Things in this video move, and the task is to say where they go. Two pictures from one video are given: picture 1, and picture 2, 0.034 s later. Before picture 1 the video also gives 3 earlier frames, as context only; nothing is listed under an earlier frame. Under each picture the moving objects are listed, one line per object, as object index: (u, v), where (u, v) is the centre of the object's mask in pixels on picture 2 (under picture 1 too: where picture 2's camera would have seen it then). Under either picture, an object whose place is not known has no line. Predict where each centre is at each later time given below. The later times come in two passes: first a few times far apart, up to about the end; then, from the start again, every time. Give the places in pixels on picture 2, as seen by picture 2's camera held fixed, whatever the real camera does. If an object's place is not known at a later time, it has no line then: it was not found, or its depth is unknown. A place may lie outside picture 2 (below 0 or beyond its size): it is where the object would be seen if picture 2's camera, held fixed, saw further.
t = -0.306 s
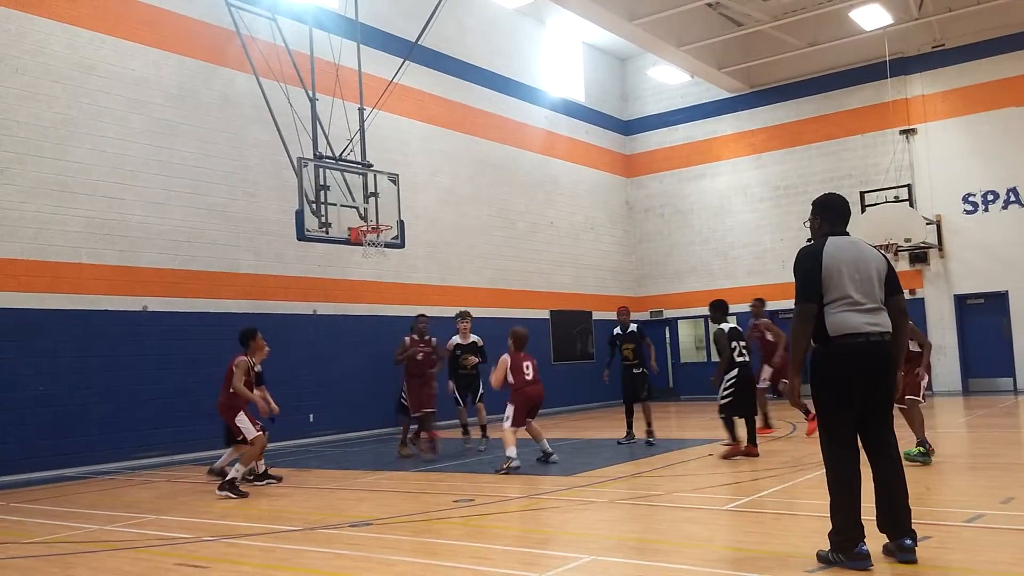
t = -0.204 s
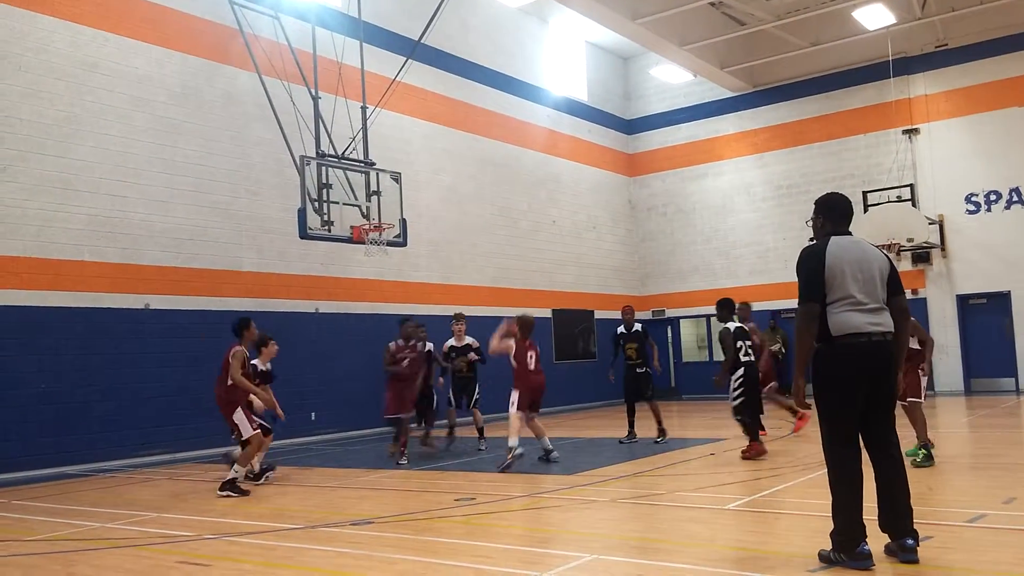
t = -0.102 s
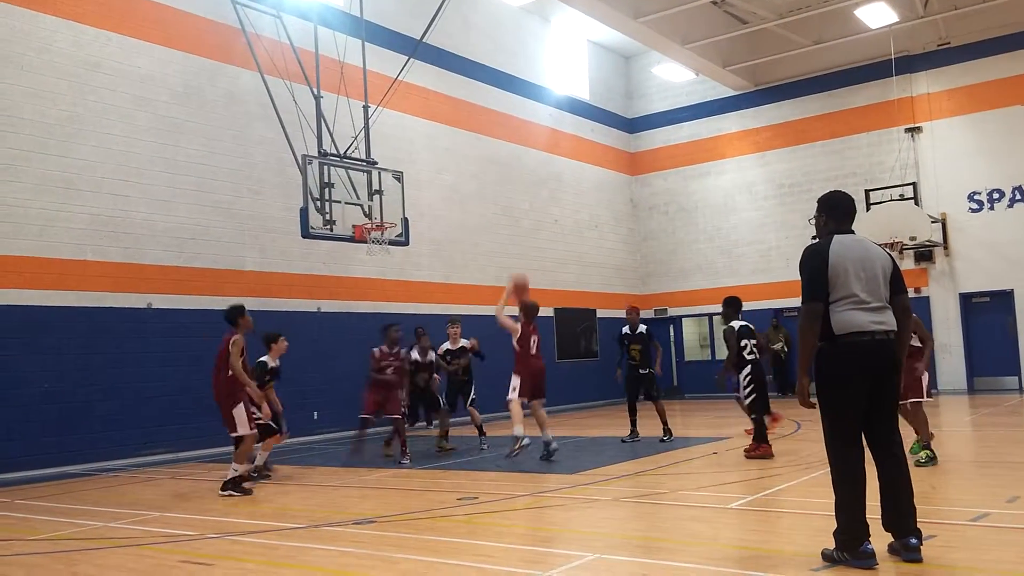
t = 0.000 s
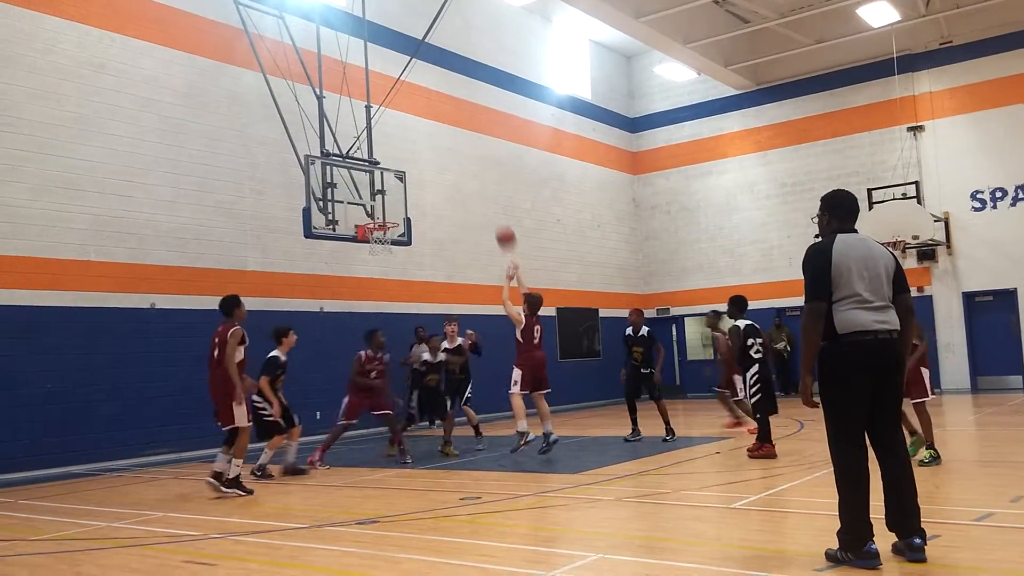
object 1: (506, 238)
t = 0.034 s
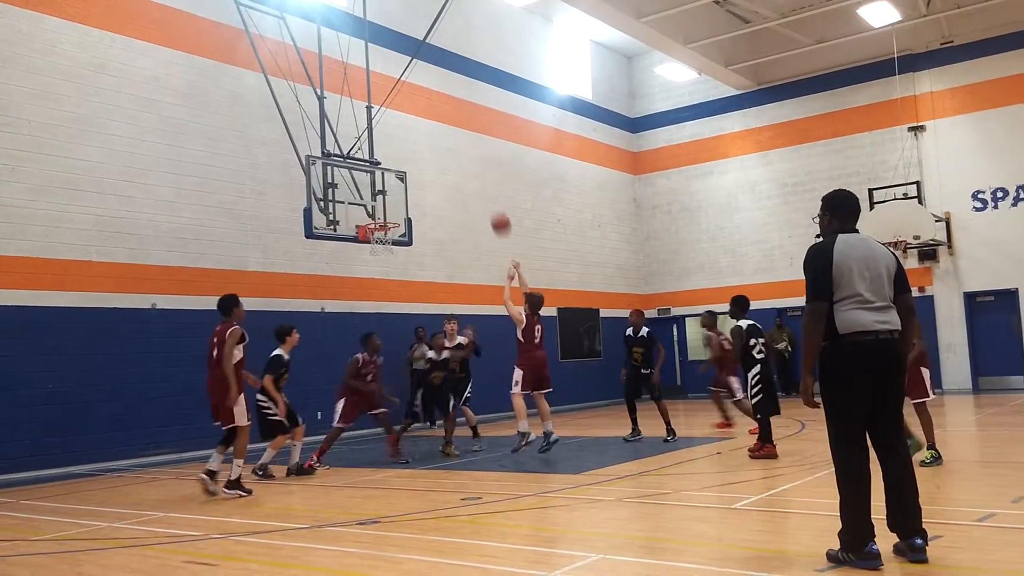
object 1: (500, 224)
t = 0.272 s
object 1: (466, 157)
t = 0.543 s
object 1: (432, 140)
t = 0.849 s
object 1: (402, 185)
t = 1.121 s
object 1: (378, 228)
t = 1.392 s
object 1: (380, 239)
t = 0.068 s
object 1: (495, 210)
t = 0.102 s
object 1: (490, 199)
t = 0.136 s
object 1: (485, 188)
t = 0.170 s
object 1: (480, 179)
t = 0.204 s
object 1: (475, 171)
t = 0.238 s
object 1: (470, 163)
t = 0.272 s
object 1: (466, 157)
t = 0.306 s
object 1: (461, 152)
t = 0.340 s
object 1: (456, 147)
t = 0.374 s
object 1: (452, 144)
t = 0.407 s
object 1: (448, 142)
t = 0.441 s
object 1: (444, 140)
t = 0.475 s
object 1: (440, 139)
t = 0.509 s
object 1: (436, 139)
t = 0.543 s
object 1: (432, 140)
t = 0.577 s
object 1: (428, 142)
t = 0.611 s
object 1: (425, 145)
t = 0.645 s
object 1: (421, 148)
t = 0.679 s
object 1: (418, 153)
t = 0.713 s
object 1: (415, 157)
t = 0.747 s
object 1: (411, 163)
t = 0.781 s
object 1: (408, 170)
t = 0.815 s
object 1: (405, 178)
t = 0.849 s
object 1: (402, 185)
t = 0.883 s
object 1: (398, 195)
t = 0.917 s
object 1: (396, 205)
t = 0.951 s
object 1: (393, 214)
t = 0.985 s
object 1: (390, 218)
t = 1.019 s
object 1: (386, 220)
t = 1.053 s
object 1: (383, 224)
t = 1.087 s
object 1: (379, 227)
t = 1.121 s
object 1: (378, 228)
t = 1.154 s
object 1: (379, 229)
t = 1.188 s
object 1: (379, 230)
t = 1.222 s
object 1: (376, 232)
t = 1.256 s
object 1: (377, 233)
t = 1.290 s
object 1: (377, 234)
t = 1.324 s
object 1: (377, 237)
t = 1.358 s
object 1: (378, 238)
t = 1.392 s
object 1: (380, 239)
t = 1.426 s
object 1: (380, 241)
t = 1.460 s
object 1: (381, 242)
